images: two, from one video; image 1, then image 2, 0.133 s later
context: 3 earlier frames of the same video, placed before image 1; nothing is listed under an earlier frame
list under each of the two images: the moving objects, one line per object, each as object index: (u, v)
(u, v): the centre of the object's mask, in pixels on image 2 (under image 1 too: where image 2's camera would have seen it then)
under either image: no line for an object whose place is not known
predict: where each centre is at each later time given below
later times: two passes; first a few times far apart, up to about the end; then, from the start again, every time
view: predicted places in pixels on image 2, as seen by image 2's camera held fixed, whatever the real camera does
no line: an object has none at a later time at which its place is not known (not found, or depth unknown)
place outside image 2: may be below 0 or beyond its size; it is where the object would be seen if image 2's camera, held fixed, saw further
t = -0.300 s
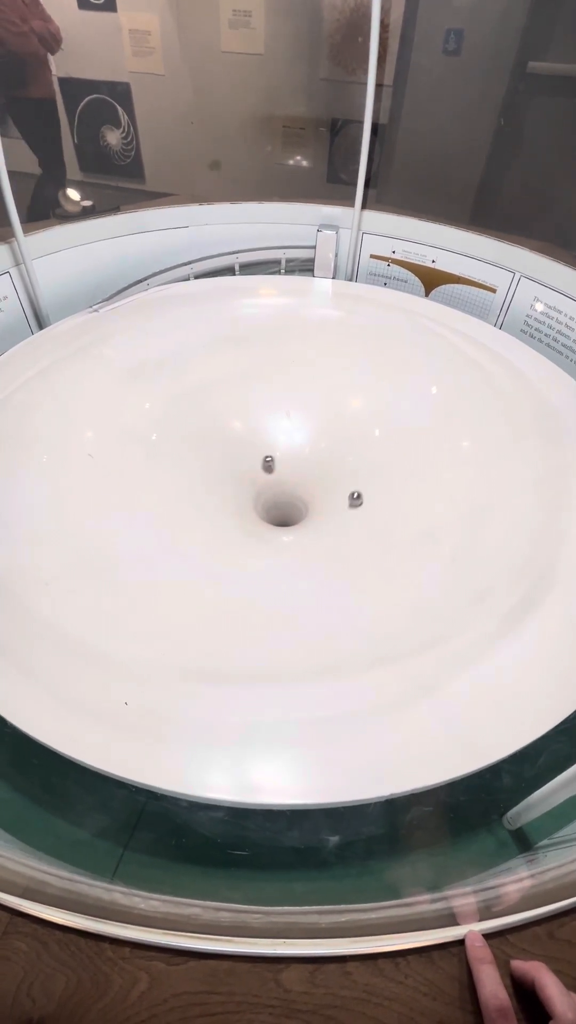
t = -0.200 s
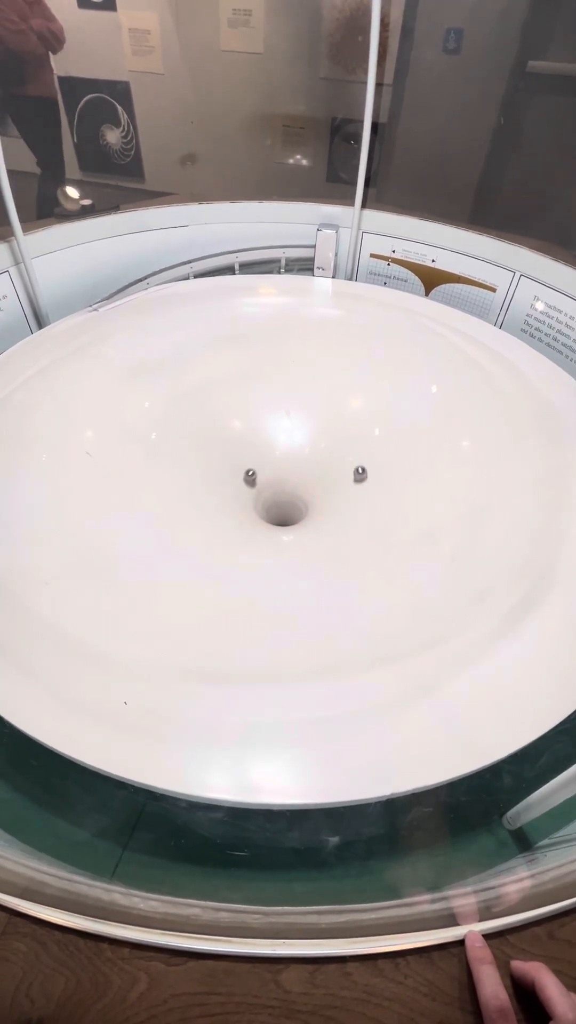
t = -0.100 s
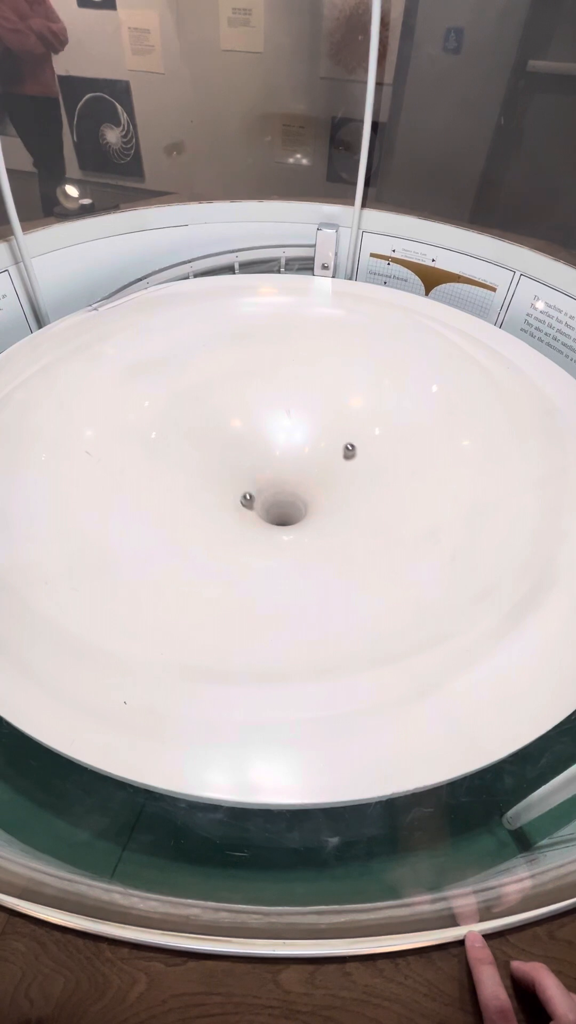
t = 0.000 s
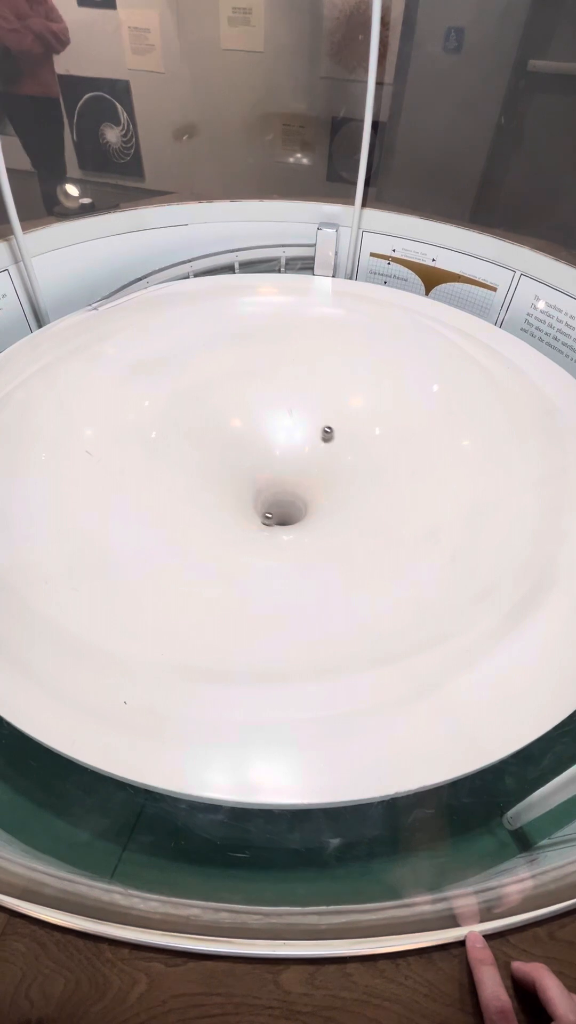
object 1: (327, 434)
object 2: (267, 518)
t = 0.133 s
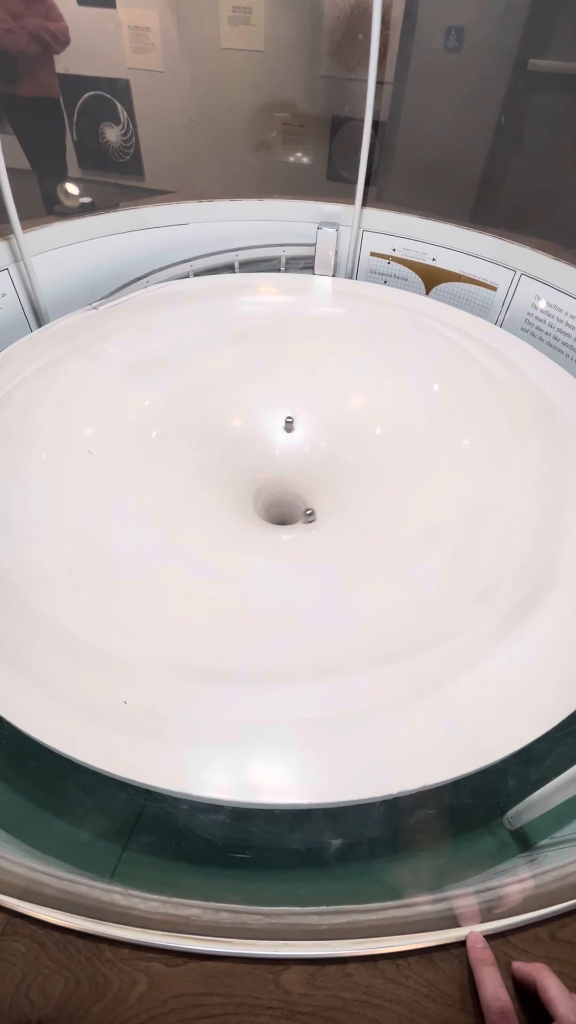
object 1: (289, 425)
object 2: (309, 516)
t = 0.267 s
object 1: (250, 432)
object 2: (327, 494)
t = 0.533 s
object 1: (211, 488)
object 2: (277, 469)
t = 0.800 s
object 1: (280, 535)
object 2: (253, 512)
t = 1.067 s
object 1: (355, 505)
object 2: (316, 510)
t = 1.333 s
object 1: (330, 449)
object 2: (282, 472)
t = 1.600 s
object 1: (246, 434)
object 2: (240, 498)
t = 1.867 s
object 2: (304, 517)
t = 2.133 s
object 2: (295, 467)
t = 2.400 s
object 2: (245, 483)
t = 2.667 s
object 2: (300, 517)
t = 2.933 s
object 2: (314, 471)
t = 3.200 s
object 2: (254, 480)
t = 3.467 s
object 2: (291, 519)
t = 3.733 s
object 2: (319, 485)
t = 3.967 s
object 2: (259, 476)
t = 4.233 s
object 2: (262, 517)
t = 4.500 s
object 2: (317, 499)
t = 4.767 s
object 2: (262, 468)
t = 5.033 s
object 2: (252, 509)
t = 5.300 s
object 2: (318, 498)
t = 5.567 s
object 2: (277, 462)
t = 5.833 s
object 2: (256, 508)
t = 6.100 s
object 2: (323, 501)
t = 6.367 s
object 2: (288, 469)
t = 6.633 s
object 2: (254, 509)
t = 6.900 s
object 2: (315, 510)
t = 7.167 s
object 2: (283, 475)
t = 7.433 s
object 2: (245, 503)
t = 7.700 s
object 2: (308, 513)
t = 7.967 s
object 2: (282, 469)
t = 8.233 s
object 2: (245, 496)
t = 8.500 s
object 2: (311, 509)
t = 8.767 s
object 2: (292, 465)
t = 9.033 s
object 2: (251, 499)
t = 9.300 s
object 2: (315, 508)
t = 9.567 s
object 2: (296, 472)
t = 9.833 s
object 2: (252, 504)
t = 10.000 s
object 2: (287, 521)
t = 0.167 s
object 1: (278, 424)
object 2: (316, 511)
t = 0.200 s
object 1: (268, 426)
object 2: (322, 506)
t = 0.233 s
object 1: (259, 428)
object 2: (325, 500)
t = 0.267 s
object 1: (250, 432)
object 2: (327, 494)
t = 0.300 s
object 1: (241, 436)
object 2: (326, 488)
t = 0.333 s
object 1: (233, 441)
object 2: (324, 483)
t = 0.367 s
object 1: (226, 447)
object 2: (319, 478)
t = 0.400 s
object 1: (220, 454)
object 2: (312, 474)
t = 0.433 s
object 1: (215, 462)
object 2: (305, 471)
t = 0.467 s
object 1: (212, 470)
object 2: (296, 469)
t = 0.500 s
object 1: (211, 479)
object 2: (286, 468)
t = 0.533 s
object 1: (211, 488)
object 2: (277, 469)
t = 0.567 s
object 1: (214, 497)
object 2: (268, 472)
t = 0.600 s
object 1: (218, 505)
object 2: (260, 476)
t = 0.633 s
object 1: (225, 513)
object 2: (253, 481)
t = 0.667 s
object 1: (234, 520)
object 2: (248, 487)
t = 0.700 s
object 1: (243, 526)
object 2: (246, 493)
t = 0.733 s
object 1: (255, 530)
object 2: (246, 500)
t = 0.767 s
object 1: (267, 534)
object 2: (249, 507)
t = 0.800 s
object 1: (280, 535)
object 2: (253, 512)
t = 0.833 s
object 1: (292, 535)
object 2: (260, 517)
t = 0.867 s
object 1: (305, 534)
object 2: (269, 520)
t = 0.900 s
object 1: (316, 531)
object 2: (279, 522)
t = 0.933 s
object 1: (327, 528)
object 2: (286, 522)
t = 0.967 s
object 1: (336, 523)
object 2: (296, 520)
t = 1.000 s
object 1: (344, 518)
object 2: (305, 518)
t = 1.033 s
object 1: (350, 512)
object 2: (311, 515)
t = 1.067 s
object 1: (355, 505)
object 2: (316, 510)
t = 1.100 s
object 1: (358, 498)
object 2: (319, 505)
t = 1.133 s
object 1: (359, 491)
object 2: (320, 499)
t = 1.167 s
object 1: (358, 483)
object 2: (319, 494)
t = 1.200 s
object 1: (356, 476)
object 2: (315, 488)
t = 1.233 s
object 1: (351, 469)
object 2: (309, 482)
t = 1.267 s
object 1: (346, 462)
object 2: (301, 477)
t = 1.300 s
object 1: (338, 455)
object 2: (292, 474)
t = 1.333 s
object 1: (330, 449)
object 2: (282, 472)
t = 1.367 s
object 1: (320, 444)
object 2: (272, 471)
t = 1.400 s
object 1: (310, 440)
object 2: (263, 471)
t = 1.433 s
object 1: (300, 437)
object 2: (255, 473)
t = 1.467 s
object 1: (289, 434)
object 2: (249, 476)
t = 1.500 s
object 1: (277, 432)
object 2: (243, 480)
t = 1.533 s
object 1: (266, 432)
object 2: (240, 486)
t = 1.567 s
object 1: (255, 433)
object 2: (239, 492)
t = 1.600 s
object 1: (246, 434)
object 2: (240, 498)
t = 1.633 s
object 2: (243, 504)
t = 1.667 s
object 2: (248, 510)
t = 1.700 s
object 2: (256, 515)
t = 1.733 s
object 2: (264, 519)
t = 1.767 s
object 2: (275, 520)
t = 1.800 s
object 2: (284, 521)
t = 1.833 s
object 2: (295, 519)
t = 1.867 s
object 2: (304, 517)
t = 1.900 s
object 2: (310, 512)
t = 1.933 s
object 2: (315, 505)
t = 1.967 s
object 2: (318, 498)
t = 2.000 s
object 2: (317, 491)
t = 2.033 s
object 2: (314, 484)
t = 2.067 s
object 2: (309, 477)
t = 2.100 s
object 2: (303, 471)
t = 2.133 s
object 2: (295, 467)
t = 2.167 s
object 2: (287, 463)
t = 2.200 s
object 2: (278, 462)
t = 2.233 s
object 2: (270, 462)
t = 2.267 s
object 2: (263, 463)
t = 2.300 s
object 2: (257, 466)
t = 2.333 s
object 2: (251, 471)
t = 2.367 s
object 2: (247, 476)
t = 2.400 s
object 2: (245, 483)
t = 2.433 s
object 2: (244, 490)
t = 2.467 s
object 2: (246, 498)
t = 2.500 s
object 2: (251, 505)
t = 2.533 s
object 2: (257, 512)
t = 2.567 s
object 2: (267, 517)
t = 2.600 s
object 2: (278, 519)
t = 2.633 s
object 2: (290, 519)
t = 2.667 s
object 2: (300, 517)
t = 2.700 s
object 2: (309, 513)
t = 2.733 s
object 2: (316, 507)
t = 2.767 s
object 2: (321, 501)
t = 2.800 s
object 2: (324, 494)
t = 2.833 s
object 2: (324, 487)
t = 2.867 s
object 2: (323, 481)
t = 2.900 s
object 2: (319, 476)
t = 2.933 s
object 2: (314, 471)
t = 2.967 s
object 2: (307, 467)
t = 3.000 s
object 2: (299, 465)
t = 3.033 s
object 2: (291, 464)
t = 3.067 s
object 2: (282, 464)
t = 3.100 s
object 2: (274, 466)
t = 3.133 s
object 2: (266, 469)
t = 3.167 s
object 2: (259, 474)
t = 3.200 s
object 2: (254, 480)
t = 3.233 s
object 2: (250, 488)
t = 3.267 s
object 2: (249, 495)
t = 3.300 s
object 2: (251, 502)
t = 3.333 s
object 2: (256, 509)
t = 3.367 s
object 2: (262, 515)
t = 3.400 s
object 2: (272, 518)
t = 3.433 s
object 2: (281, 520)
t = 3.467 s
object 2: (291, 519)
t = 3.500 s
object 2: (301, 518)
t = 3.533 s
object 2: (309, 515)
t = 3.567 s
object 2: (315, 511)
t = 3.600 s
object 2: (320, 506)
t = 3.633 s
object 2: (323, 501)
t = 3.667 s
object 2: (324, 495)
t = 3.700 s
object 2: (322, 490)
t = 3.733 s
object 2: (319, 485)
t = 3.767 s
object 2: (313, 480)
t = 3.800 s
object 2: (305, 476)
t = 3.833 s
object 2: (297, 473)
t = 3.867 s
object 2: (287, 472)
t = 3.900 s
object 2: (277, 472)
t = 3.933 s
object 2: (268, 473)
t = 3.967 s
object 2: (259, 476)
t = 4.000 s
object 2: (253, 479)
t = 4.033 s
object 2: (247, 484)
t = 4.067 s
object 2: (244, 490)
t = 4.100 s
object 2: (243, 496)
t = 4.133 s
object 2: (245, 502)
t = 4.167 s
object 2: (249, 508)
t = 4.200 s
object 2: (254, 513)
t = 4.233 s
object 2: (262, 517)
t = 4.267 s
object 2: (271, 519)
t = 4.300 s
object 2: (281, 521)
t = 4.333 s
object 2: (289, 520)
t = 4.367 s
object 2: (299, 519)
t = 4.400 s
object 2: (306, 515)
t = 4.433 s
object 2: (311, 511)
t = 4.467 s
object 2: (316, 505)
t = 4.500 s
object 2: (317, 499)
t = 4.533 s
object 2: (316, 493)
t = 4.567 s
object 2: (312, 486)
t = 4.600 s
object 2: (306, 480)
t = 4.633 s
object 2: (298, 475)
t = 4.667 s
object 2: (289, 471)
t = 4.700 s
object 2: (279, 469)
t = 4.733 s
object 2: (270, 468)
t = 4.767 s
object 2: (262, 468)
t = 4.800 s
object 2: (256, 470)
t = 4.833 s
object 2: (249, 474)
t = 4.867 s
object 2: (245, 478)
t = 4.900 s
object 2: (242, 484)
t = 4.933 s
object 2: (241, 489)
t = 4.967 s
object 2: (243, 496)
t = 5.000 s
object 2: (246, 503)
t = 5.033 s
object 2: (252, 509)
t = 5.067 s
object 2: (260, 514)
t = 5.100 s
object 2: (270, 518)
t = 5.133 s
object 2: (280, 520)
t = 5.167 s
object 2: (291, 519)
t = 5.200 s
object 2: (301, 516)
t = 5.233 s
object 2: (309, 511)
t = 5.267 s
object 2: (315, 505)
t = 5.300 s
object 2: (318, 498)
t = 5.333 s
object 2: (319, 491)
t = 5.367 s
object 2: (317, 484)
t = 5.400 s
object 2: (313, 477)
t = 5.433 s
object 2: (308, 471)
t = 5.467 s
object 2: (301, 467)
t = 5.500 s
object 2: (293, 464)
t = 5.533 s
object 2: (285, 462)
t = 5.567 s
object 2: (277, 462)
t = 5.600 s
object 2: (269, 464)
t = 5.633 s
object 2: (262, 467)
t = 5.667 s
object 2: (257, 472)
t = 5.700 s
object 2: (252, 478)
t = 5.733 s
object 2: (249, 485)
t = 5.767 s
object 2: (249, 493)
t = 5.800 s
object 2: (251, 500)
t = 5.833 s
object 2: (256, 508)
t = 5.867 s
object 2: (263, 513)
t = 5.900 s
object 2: (274, 518)
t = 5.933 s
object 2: (284, 520)
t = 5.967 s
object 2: (295, 518)
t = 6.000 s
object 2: (304, 516)
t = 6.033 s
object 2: (313, 512)
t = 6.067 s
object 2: (318, 506)
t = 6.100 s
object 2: (323, 501)
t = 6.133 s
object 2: (325, 494)
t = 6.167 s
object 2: (325, 489)
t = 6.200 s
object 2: (323, 483)
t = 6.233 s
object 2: (318, 478)
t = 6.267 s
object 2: (312, 474)
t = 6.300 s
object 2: (305, 470)
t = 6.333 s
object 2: (296, 469)
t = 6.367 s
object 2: (288, 469)
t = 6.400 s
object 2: (278, 470)
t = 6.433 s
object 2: (270, 472)
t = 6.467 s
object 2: (262, 477)
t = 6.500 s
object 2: (256, 482)
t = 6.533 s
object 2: (252, 488)
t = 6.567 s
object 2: (250, 495)
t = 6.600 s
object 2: (251, 502)
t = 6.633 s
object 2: (254, 509)
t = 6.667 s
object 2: (259, 514)
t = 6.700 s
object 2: (268, 518)
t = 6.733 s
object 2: (278, 520)
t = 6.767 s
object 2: (286, 521)
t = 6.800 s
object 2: (296, 520)
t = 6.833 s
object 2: (304, 518)
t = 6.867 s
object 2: (311, 514)
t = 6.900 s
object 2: (315, 510)
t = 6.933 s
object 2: (319, 505)
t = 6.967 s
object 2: (321, 500)
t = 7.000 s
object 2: (320, 495)
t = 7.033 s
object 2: (316, 489)
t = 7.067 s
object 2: (311, 484)
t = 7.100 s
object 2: (303, 479)
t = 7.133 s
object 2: (294, 476)
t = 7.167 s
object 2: (283, 475)
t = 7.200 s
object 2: (274, 474)
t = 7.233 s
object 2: (265, 475)
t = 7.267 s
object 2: (257, 477)
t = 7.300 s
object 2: (251, 481)
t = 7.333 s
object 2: (246, 486)
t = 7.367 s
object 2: (244, 491)
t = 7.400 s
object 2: (243, 497)
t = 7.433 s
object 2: (245, 503)
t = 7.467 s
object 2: (249, 509)
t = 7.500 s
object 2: (256, 514)
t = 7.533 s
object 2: (263, 517)
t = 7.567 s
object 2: (273, 519)
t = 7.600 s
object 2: (282, 520)
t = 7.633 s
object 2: (291, 519)
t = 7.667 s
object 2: (301, 517)
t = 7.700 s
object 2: (308, 513)
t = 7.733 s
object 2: (312, 507)
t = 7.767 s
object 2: (315, 501)
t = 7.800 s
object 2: (315, 495)
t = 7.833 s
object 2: (312, 487)
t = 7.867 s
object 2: (307, 481)
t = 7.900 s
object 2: (299, 476)
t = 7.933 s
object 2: (291, 471)
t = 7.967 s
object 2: (282, 469)
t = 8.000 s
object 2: (274, 467)
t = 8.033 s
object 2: (265, 467)
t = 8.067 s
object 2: (258, 469)
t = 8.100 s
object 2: (253, 472)
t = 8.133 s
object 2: (248, 477)
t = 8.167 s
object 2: (245, 482)
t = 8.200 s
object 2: (244, 489)
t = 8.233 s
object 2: (245, 496)
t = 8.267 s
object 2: (248, 503)
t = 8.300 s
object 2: (254, 509)
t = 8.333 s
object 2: (262, 514)
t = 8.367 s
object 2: (273, 518)
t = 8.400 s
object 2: (284, 519)
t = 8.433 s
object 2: (295, 517)
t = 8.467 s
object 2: (304, 515)
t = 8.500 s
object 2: (311, 509)
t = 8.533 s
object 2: (316, 502)
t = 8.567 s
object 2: (319, 496)
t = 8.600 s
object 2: (319, 489)
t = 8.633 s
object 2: (317, 482)
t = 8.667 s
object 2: (313, 476)
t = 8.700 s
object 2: (307, 471)
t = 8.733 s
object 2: (300, 467)
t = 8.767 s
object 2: (292, 465)
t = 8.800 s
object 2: (284, 464)
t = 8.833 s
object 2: (276, 465)
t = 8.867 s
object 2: (268, 467)
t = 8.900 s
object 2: (262, 472)
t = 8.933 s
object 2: (256, 477)
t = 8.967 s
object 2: (252, 483)
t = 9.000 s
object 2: (250, 491)
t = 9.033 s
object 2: (251, 499)
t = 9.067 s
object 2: (255, 506)
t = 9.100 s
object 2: (262, 512)
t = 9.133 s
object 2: (270, 517)
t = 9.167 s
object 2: (280, 519)
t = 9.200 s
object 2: (291, 518)
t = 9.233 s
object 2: (301, 517)
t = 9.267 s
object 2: (309, 513)
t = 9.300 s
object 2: (315, 508)
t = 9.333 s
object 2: (320, 503)
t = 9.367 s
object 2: (323, 497)
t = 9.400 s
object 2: (323, 492)
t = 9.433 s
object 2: (322, 486)
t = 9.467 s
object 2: (318, 481)
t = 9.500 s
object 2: (312, 477)
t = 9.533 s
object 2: (305, 474)
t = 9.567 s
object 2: (296, 472)
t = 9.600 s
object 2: (287, 472)
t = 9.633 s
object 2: (278, 473)
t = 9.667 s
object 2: (269, 475)
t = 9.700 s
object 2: (261, 480)
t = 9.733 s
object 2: (255, 485)
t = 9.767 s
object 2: (251, 490)
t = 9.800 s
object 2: (250, 497)
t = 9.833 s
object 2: (252, 504)
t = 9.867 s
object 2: (255, 510)
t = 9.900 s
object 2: (261, 515)
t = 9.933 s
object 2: (269, 519)
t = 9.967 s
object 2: (279, 521)
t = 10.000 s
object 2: (287, 521)
